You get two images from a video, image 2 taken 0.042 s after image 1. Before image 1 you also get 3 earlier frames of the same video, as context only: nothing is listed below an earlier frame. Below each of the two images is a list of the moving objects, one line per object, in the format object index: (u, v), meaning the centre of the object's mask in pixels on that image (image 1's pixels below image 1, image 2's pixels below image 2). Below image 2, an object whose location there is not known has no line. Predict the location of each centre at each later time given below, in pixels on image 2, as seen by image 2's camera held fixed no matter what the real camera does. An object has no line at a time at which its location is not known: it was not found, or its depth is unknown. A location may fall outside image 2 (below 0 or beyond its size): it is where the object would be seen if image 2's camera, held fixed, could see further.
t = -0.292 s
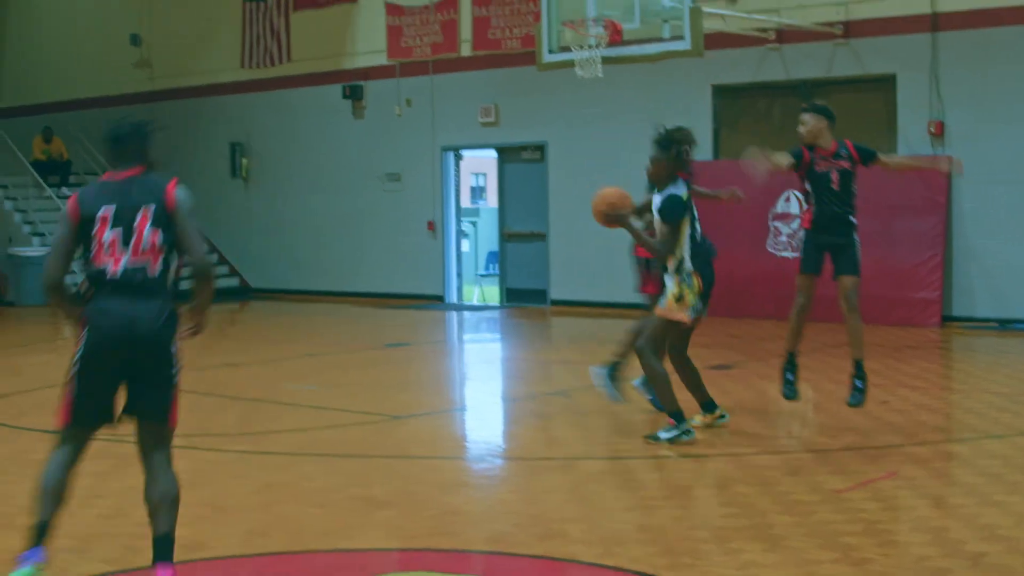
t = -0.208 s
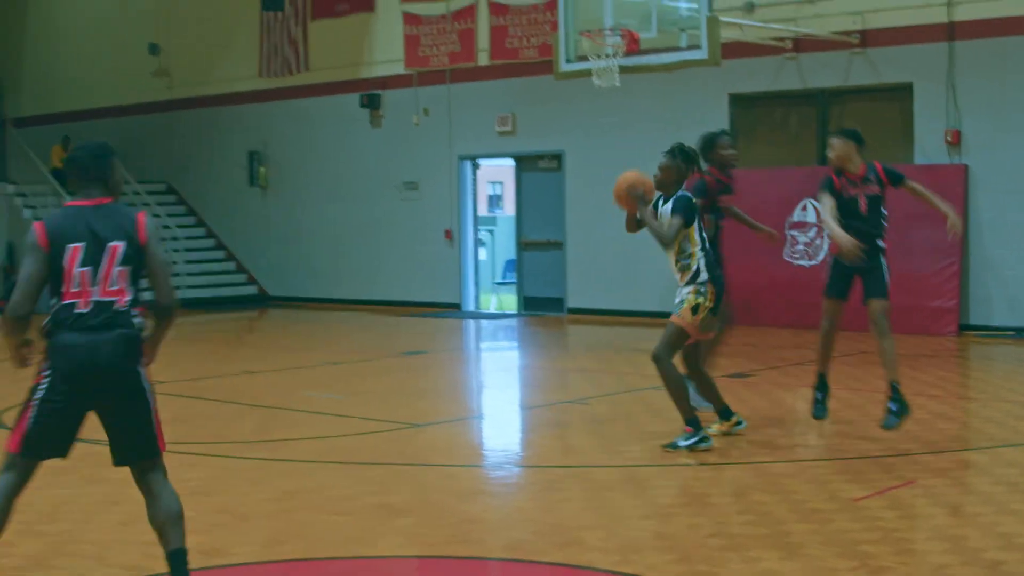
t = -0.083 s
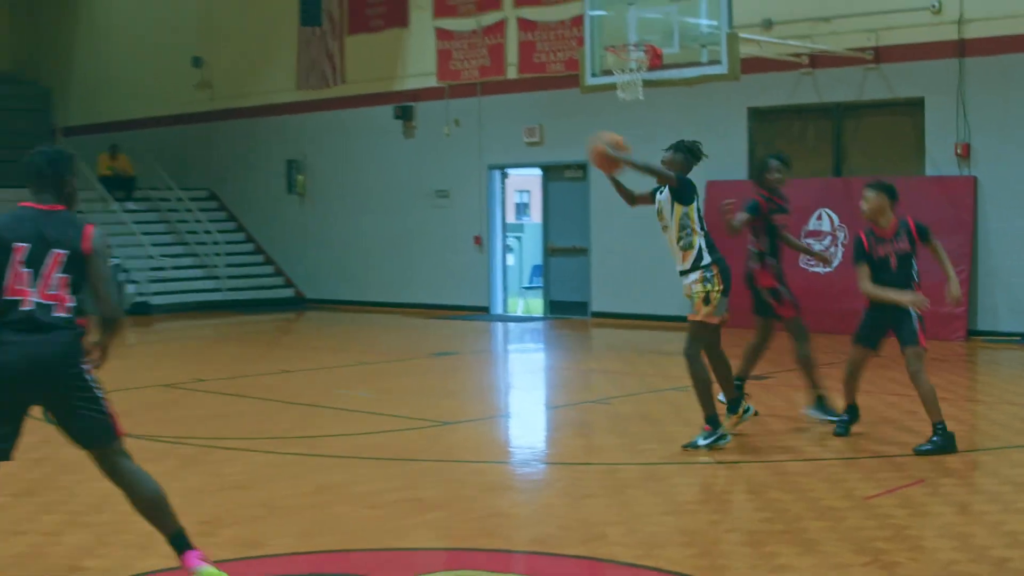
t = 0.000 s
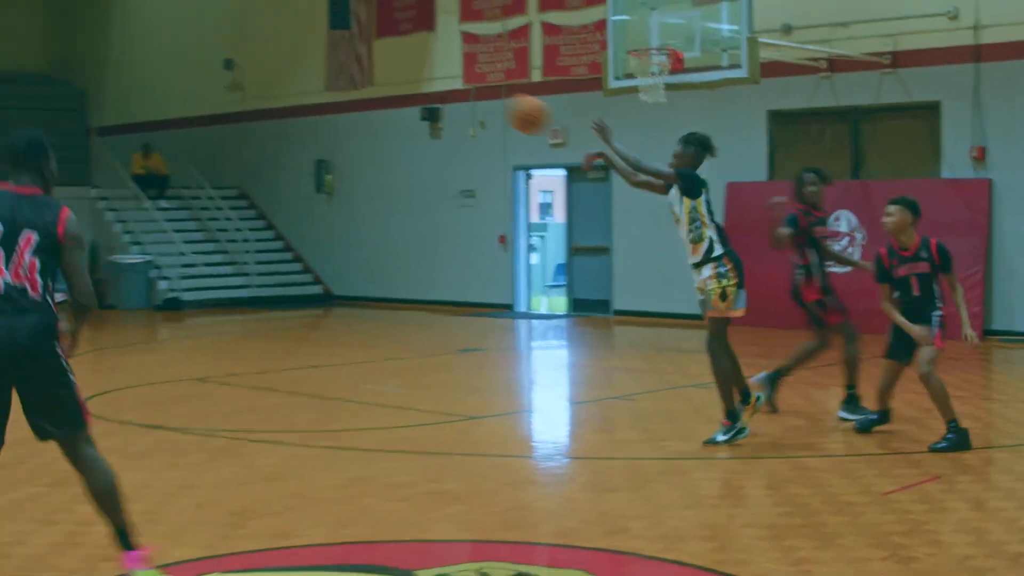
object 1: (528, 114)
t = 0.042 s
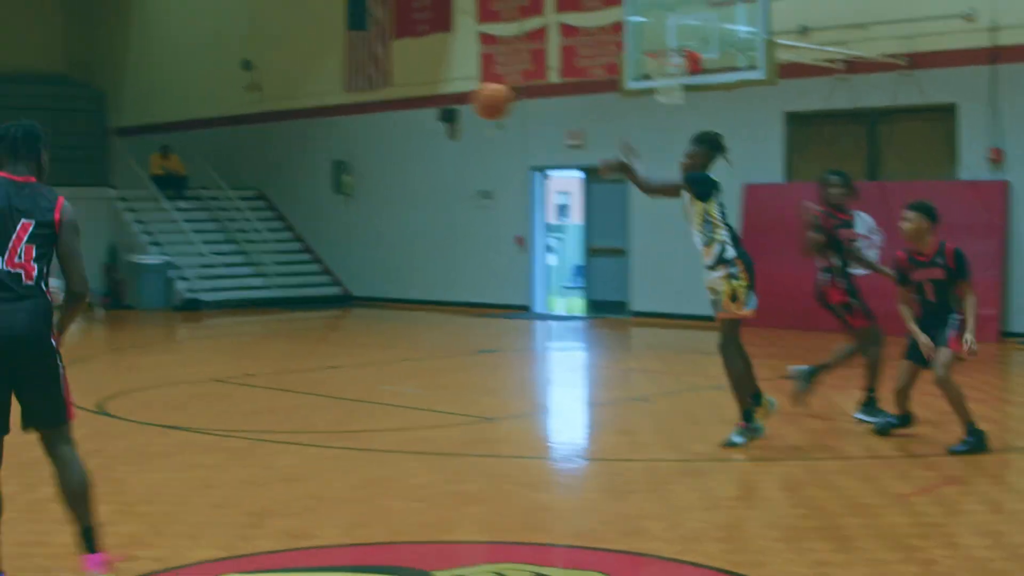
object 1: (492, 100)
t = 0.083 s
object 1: (447, 89)
